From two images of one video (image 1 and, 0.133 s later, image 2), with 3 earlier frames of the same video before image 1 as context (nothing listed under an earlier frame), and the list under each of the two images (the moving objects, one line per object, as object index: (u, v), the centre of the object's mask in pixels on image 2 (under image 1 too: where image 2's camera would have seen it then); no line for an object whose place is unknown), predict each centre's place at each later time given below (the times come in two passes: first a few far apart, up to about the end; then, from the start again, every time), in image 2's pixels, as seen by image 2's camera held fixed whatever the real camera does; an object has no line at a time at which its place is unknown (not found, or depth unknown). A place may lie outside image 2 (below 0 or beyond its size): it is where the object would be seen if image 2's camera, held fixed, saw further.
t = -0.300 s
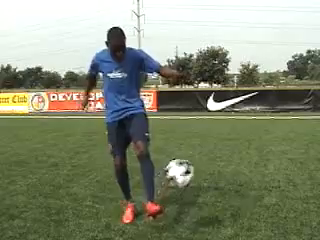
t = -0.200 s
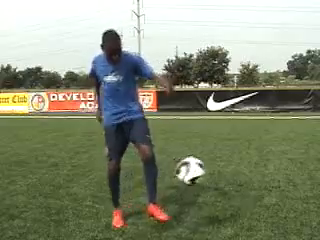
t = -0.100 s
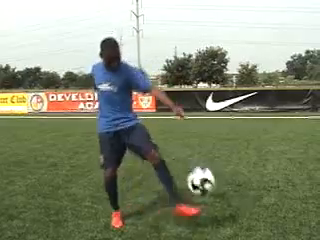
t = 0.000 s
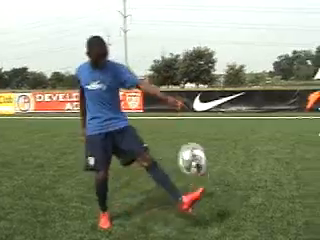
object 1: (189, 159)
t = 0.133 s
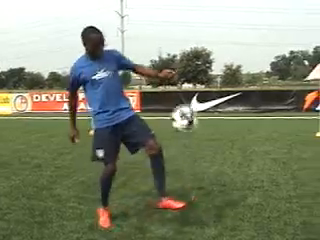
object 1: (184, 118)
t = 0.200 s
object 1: (182, 108)
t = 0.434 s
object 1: (176, 108)
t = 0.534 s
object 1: (174, 126)
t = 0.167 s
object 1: (182, 112)
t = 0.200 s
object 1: (182, 108)
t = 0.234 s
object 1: (181, 104)
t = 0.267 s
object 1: (181, 101)
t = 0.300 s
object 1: (180, 100)
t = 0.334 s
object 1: (179, 100)
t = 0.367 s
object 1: (178, 101)
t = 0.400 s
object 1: (177, 103)
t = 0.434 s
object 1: (176, 108)
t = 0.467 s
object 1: (176, 113)
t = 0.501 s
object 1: (175, 119)
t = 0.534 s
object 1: (174, 126)
